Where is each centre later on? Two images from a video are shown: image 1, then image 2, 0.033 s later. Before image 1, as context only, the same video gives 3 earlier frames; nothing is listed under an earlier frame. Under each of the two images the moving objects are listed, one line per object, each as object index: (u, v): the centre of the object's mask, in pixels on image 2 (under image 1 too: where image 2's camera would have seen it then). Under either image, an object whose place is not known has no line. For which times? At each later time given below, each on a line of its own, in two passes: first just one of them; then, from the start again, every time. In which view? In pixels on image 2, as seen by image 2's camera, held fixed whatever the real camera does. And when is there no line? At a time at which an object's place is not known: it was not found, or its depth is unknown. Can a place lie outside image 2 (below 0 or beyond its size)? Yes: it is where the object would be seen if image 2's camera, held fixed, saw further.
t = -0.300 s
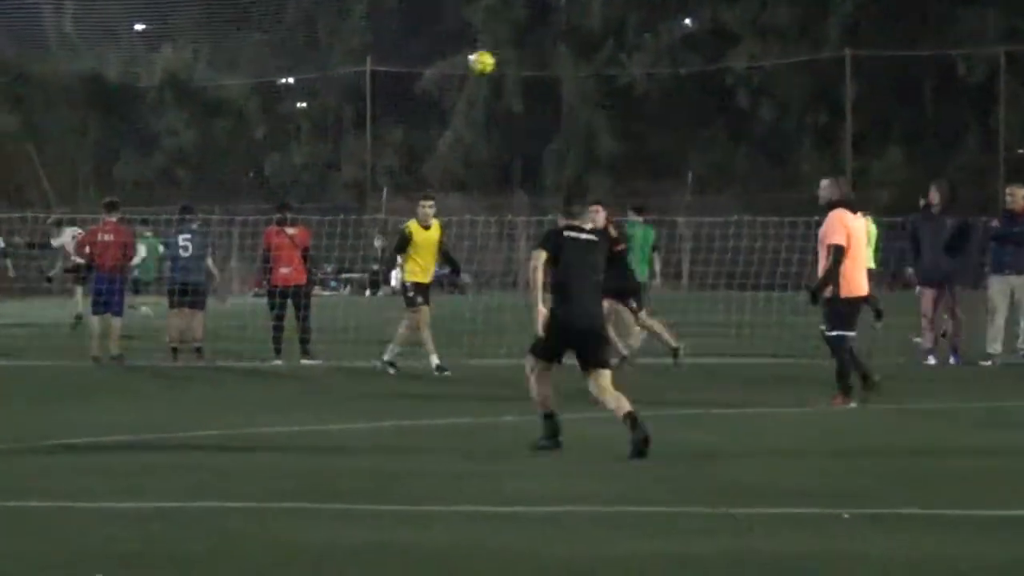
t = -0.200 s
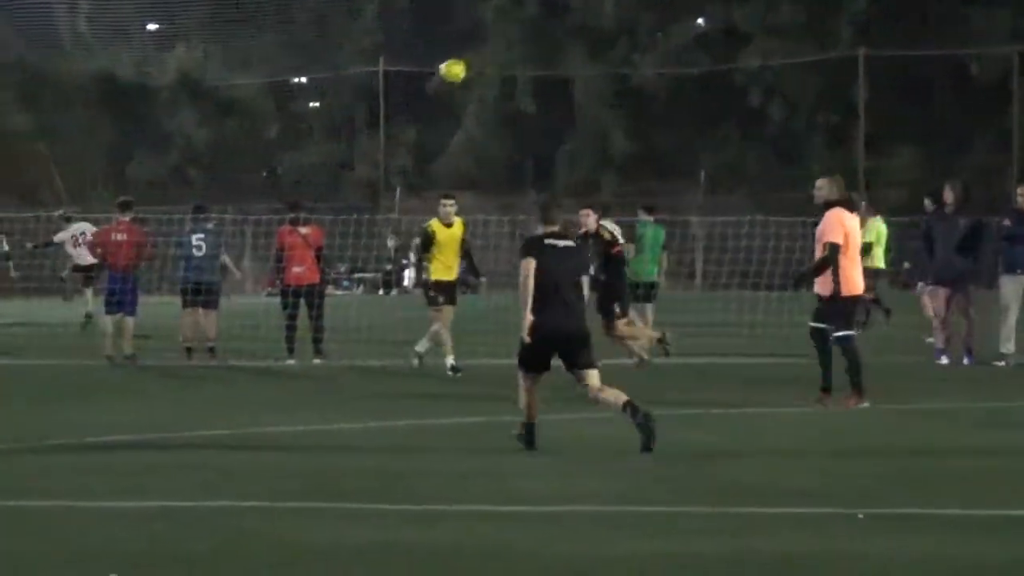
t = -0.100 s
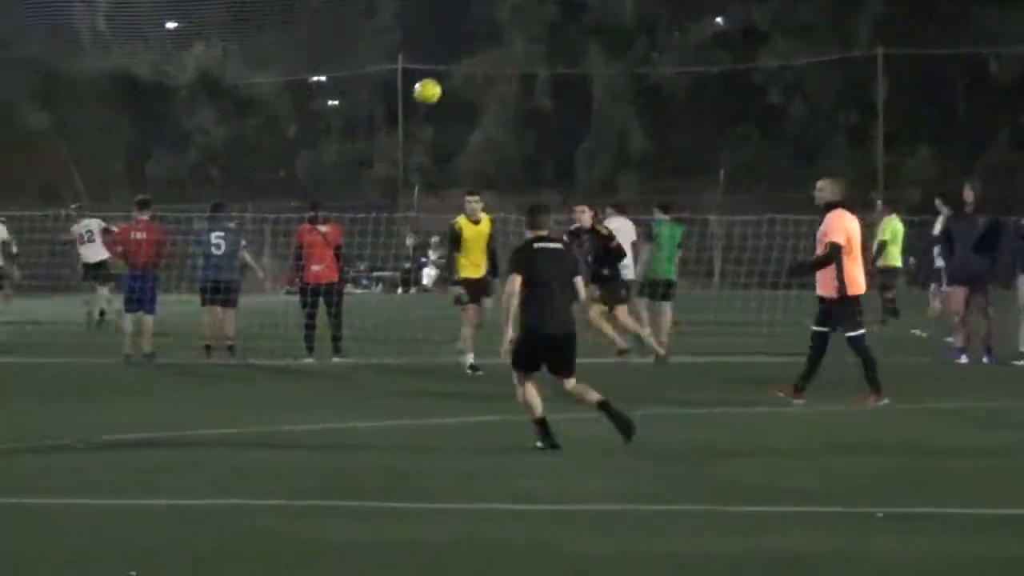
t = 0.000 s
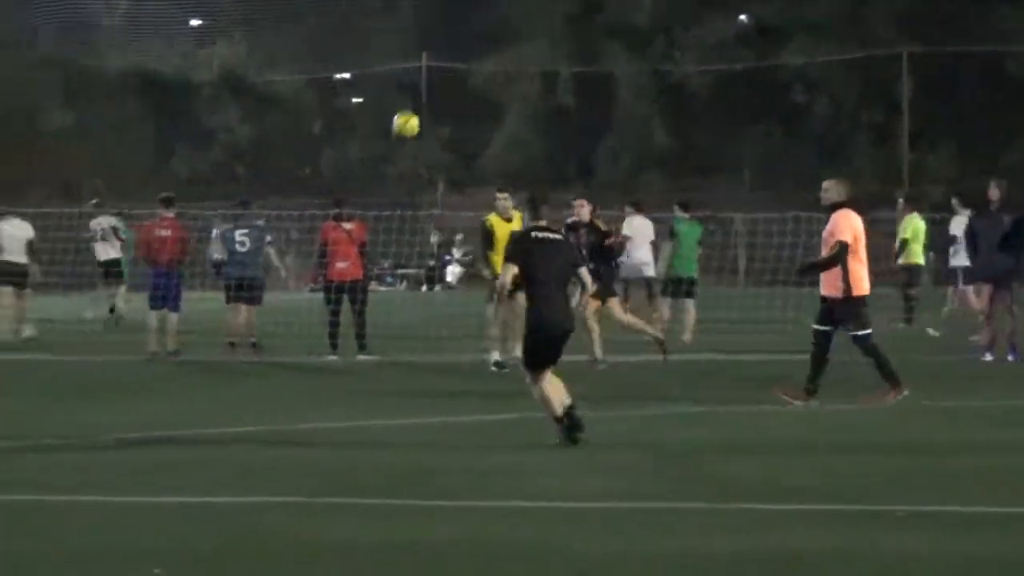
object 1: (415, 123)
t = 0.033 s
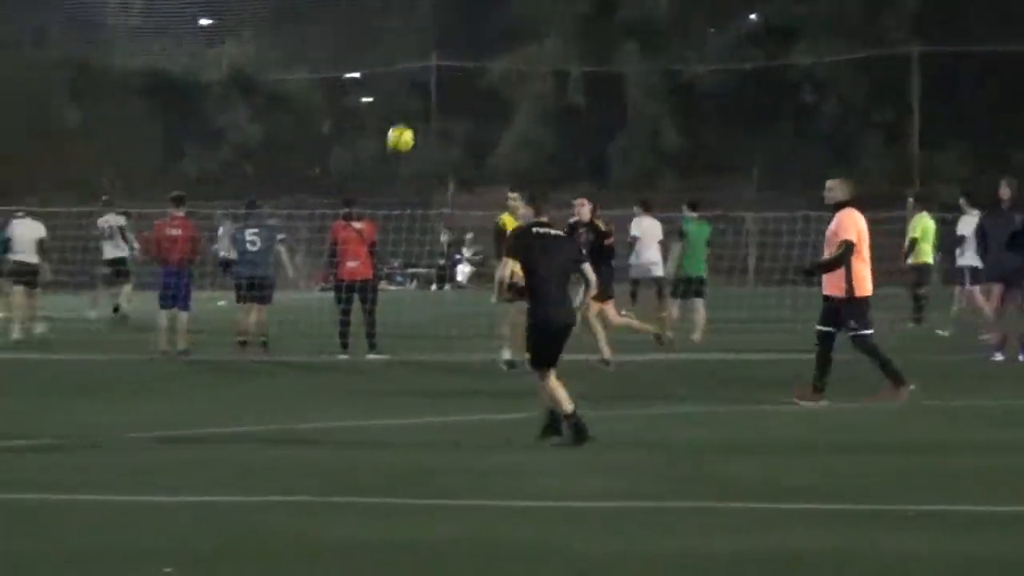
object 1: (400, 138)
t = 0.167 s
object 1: (335, 215)
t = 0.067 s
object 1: (384, 155)
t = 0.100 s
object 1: (368, 173)
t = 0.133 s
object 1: (353, 193)
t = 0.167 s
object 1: (335, 215)
